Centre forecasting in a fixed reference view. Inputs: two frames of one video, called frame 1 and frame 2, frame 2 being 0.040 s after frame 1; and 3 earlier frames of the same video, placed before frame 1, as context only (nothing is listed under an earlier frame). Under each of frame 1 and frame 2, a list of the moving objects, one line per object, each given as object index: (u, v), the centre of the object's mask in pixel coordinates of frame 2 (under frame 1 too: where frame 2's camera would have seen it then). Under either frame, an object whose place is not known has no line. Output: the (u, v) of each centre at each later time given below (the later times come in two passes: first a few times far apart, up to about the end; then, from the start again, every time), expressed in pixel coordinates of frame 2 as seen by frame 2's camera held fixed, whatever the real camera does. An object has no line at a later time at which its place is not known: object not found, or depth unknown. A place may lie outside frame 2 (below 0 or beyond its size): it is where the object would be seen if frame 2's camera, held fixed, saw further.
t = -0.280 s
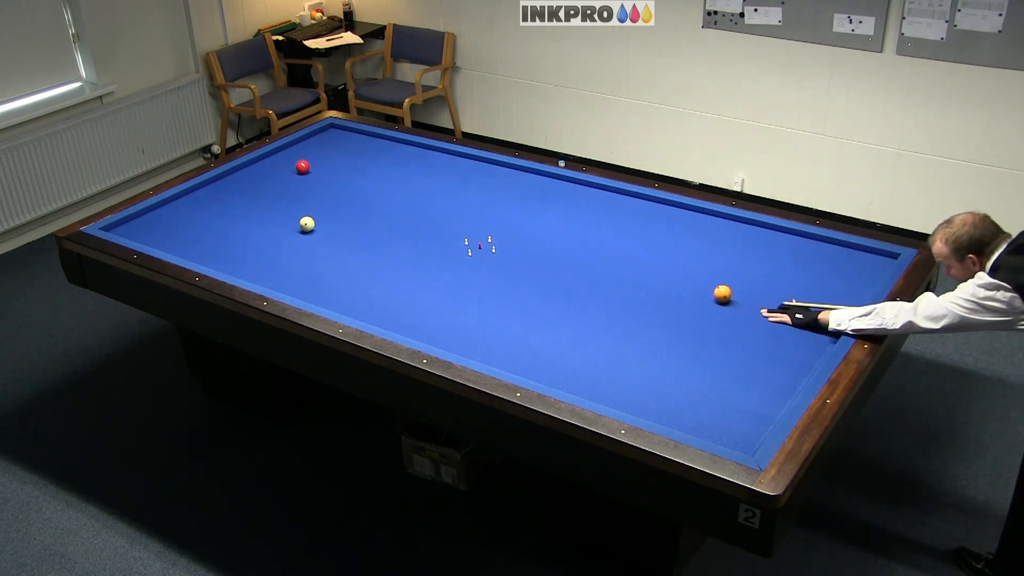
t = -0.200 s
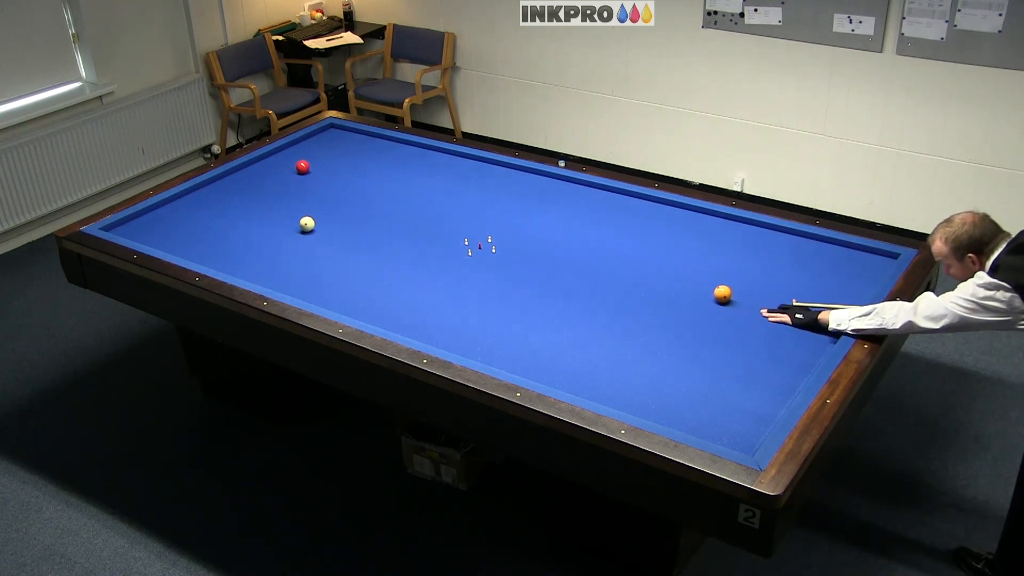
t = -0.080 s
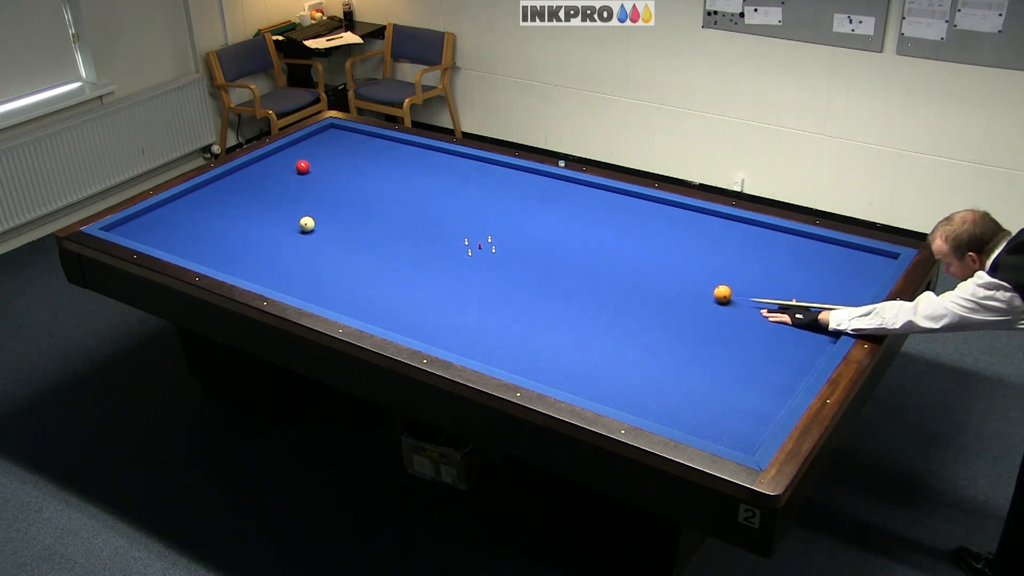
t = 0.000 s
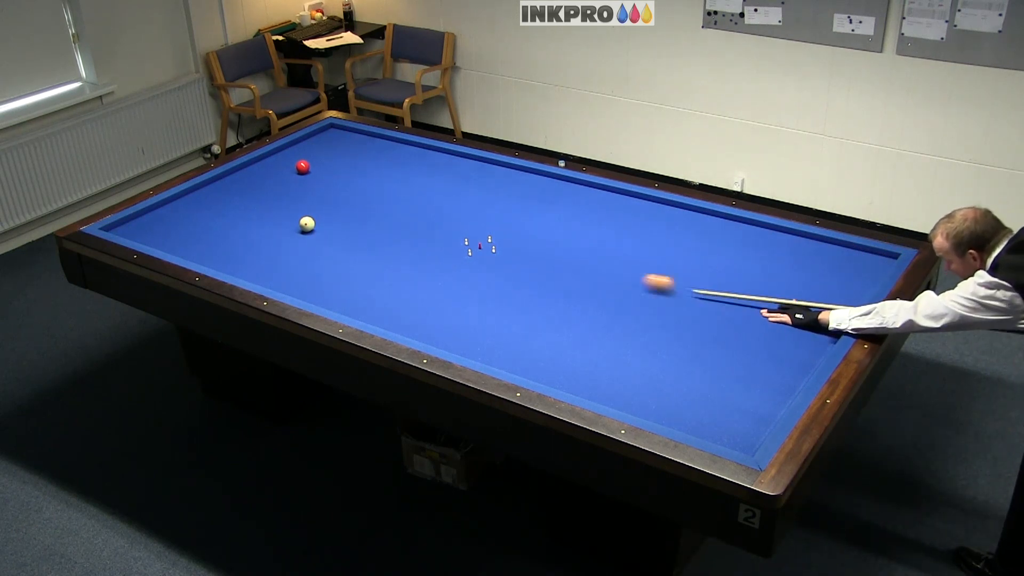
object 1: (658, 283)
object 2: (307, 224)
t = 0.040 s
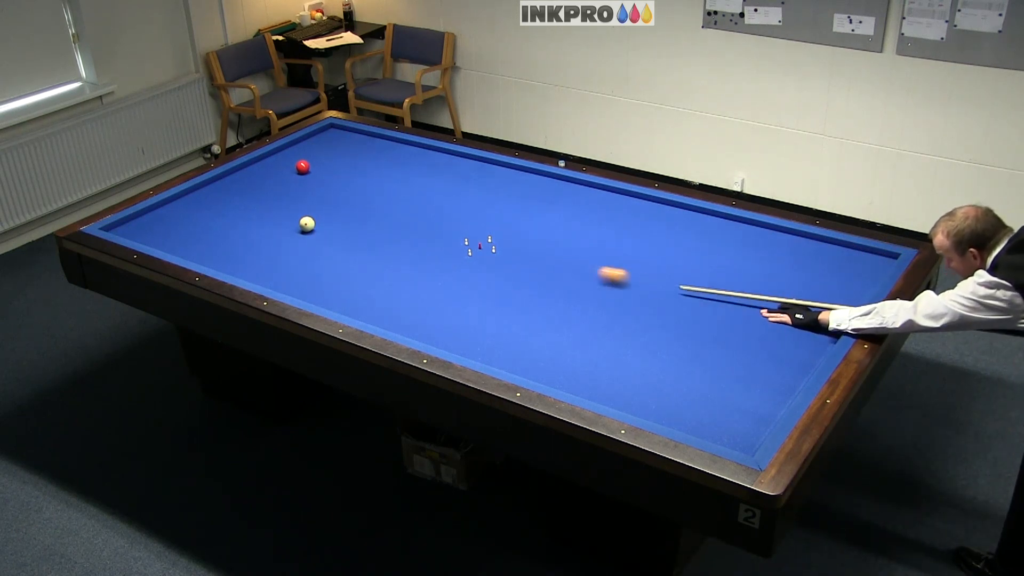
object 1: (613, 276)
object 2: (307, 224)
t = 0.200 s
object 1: (451, 250)
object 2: (306, 224)
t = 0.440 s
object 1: (304, 234)
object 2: (265, 210)
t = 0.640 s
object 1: (277, 245)
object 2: (214, 191)
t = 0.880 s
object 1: (243, 259)
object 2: (290, 210)
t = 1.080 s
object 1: (221, 266)
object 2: (348, 225)
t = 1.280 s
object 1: (235, 261)
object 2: (410, 241)
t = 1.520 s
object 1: (250, 254)
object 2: (491, 262)
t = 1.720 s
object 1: (262, 249)
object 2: (563, 281)
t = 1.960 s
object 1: (275, 243)
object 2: (655, 305)
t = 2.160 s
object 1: (285, 239)
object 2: (738, 326)
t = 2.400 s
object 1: (297, 234)
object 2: (808, 344)
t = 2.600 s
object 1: (307, 230)
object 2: (753, 328)
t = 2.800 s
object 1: (316, 226)
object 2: (709, 314)
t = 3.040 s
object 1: (326, 222)
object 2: (658, 299)
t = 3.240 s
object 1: (333, 218)
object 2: (618, 287)
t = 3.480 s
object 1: (343, 214)
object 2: (573, 274)
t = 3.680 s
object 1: (350, 212)
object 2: (538, 263)
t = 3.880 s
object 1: (357, 209)
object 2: (504, 254)
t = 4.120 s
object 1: (364, 206)
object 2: (466, 242)
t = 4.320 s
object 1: (370, 203)
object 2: (436, 234)
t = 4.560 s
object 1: (377, 201)
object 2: (403, 224)
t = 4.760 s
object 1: (382, 199)
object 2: (376, 216)
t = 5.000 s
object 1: (387, 197)
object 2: (346, 207)
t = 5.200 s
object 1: (392, 195)
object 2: (323, 200)
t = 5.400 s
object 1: (396, 194)
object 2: (300, 193)
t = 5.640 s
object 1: (400, 192)
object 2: (274, 186)
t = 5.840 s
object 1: (403, 191)
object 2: (254, 180)
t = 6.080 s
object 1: (407, 190)
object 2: (231, 173)
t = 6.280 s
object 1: (409, 189)
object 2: (240, 176)
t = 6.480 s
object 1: (412, 188)
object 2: (251, 178)
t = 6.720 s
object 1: (414, 187)
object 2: (264, 182)
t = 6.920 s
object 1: (415, 187)
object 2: (275, 185)
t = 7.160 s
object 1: (417, 187)
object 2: (288, 188)
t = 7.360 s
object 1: (417, 186)
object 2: (298, 191)
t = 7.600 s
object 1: (418, 186)
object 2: (310, 194)
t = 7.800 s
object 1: (418, 186)
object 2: (320, 196)
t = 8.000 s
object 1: (418, 186)
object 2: (330, 199)
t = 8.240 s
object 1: (418, 186)
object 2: (342, 202)
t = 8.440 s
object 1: (418, 186)
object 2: (351, 205)
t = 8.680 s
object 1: (418, 186)
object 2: (361, 208)
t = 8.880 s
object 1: (418, 186)
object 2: (370, 210)
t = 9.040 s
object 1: (418, 186)
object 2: (376, 212)
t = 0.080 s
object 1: (569, 269)
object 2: (307, 224)
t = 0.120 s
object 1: (528, 263)
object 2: (307, 224)
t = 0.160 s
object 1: (489, 256)
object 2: (307, 224)
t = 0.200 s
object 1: (451, 250)
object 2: (306, 224)
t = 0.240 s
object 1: (415, 244)
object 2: (307, 224)
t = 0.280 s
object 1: (381, 239)
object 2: (307, 224)
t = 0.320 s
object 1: (349, 233)
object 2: (306, 224)
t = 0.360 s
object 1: (320, 229)
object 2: (305, 224)
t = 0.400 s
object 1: (310, 231)
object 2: (286, 216)
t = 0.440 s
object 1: (304, 234)
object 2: (265, 210)
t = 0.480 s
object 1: (298, 236)
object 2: (246, 203)
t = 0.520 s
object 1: (293, 238)
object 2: (228, 197)
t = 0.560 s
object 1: (287, 241)
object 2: (211, 191)
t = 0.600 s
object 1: (282, 243)
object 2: (201, 187)
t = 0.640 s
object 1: (277, 245)
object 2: (214, 191)
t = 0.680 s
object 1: (271, 248)
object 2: (227, 194)
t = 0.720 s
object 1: (265, 250)
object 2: (241, 198)
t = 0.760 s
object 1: (260, 252)
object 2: (254, 201)
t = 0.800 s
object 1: (255, 254)
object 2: (266, 204)
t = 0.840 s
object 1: (249, 257)
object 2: (278, 207)
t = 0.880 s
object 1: (243, 259)
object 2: (290, 210)
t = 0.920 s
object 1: (238, 261)
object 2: (301, 213)
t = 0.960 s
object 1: (232, 263)
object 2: (313, 216)
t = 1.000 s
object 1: (227, 265)
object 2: (324, 219)
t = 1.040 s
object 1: (222, 266)
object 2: (336, 222)
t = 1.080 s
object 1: (221, 266)
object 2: (348, 225)
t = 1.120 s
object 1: (224, 265)
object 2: (360, 228)
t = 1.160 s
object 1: (227, 264)
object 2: (372, 231)
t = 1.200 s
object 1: (230, 263)
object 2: (385, 235)
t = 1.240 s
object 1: (233, 262)
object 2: (397, 238)
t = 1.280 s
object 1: (235, 261)
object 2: (410, 241)
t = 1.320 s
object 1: (238, 260)
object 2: (423, 245)
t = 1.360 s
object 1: (240, 259)
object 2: (436, 248)
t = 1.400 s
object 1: (243, 258)
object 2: (450, 251)
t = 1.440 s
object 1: (245, 256)
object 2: (463, 255)
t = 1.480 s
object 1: (247, 256)
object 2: (477, 258)
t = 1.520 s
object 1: (250, 254)
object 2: (491, 262)
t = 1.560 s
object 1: (252, 253)
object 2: (505, 266)
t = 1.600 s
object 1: (255, 252)
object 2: (519, 270)
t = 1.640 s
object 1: (257, 251)
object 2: (533, 273)
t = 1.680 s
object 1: (259, 250)
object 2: (548, 277)
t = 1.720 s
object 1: (262, 249)
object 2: (563, 281)
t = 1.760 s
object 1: (264, 248)
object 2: (578, 285)
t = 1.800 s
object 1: (266, 247)
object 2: (593, 289)
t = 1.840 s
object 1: (268, 246)
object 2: (608, 293)
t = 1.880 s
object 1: (270, 245)
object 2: (624, 296)
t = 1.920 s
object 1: (272, 244)
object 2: (640, 301)
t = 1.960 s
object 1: (275, 243)
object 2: (655, 305)
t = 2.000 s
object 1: (277, 242)
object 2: (672, 309)
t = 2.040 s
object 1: (279, 242)
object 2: (688, 313)
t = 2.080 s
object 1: (281, 241)
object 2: (705, 318)
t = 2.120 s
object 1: (283, 240)
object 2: (721, 322)
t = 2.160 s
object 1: (285, 239)
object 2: (738, 326)
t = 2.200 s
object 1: (287, 238)
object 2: (755, 331)
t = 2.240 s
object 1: (289, 237)
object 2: (773, 335)
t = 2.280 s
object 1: (291, 236)
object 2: (790, 340)
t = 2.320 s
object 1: (293, 235)
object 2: (808, 344)
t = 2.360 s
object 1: (295, 234)
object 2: (821, 347)
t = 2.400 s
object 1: (297, 234)
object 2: (808, 344)
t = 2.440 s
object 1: (299, 233)
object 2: (795, 340)
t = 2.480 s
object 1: (301, 232)
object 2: (783, 336)
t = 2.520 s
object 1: (303, 231)
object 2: (772, 333)
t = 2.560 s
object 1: (305, 230)
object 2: (763, 331)
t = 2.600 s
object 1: (307, 230)
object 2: (753, 328)
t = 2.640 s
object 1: (308, 229)
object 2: (744, 325)
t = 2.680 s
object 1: (310, 228)
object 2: (735, 322)
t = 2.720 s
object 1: (312, 227)
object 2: (726, 320)
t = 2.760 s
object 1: (314, 227)
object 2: (717, 317)
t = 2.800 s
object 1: (316, 226)
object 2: (709, 314)
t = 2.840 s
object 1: (317, 225)
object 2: (700, 312)
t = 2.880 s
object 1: (319, 224)
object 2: (692, 309)
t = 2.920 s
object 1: (321, 223)
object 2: (683, 307)
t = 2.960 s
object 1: (323, 223)
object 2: (674, 304)
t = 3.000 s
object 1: (324, 222)
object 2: (666, 302)
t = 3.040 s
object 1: (326, 222)
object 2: (658, 299)
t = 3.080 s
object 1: (327, 221)
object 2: (650, 297)
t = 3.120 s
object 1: (329, 220)
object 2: (642, 294)
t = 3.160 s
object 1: (330, 219)
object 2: (634, 292)
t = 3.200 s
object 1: (332, 219)
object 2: (626, 290)
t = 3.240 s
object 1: (333, 218)
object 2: (618, 287)
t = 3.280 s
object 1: (335, 218)
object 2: (610, 285)
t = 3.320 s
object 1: (337, 217)
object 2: (603, 283)
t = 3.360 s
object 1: (338, 216)
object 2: (595, 280)
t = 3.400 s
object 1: (340, 216)
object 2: (588, 278)
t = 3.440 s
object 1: (341, 215)
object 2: (581, 276)
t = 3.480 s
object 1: (343, 214)
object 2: (573, 274)
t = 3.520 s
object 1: (344, 214)
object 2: (566, 272)
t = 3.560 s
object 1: (346, 213)
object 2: (559, 270)
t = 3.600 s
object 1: (347, 213)
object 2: (552, 268)
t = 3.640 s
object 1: (348, 212)
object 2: (545, 265)
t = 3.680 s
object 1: (350, 212)
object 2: (538, 263)
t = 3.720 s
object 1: (351, 211)
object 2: (531, 261)
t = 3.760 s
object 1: (352, 211)
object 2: (524, 259)
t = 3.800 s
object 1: (354, 210)
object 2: (518, 257)
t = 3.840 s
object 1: (355, 209)
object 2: (511, 255)
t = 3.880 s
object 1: (357, 209)
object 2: (504, 254)
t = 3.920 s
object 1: (358, 208)
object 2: (498, 252)
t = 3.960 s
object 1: (359, 208)
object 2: (491, 249)
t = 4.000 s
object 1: (360, 207)
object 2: (485, 248)
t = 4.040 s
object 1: (362, 207)
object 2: (479, 246)
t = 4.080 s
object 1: (363, 206)
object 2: (473, 243)
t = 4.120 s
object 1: (364, 206)
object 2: (466, 242)
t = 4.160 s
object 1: (365, 205)
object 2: (460, 240)
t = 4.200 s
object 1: (367, 205)
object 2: (455, 239)
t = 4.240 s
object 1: (368, 204)
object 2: (448, 237)
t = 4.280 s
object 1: (369, 204)
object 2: (442, 235)
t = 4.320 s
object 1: (370, 203)
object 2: (436, 234)
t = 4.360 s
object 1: (371, 203)
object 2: (431, 232)
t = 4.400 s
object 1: (372, 203)
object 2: (425, 230)
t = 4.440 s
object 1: (373, 202)
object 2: (419, 228)
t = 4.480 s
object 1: (375, 202)
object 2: (414, 227)
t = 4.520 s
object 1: (376, 201)
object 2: (408, 225)
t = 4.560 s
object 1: (377, 201)
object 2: (403, 224)
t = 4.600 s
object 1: (378, 200)
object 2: (397, 222)
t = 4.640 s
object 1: (379, 200)
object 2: (392, 221)
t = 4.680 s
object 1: (380, 199)
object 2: (387, 219)
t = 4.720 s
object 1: (381, 199)
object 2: (382, 217)
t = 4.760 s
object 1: (382, 199)
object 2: (376, 216)
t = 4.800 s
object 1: (383, 199)
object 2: (371, 214)
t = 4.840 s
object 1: (384, 198)
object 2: (366, 213)
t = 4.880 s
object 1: (385, 198)
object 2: (361, 211)
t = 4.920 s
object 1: (386, 198)
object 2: (356, 210)
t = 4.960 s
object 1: (386, 197)
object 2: (351, 208)
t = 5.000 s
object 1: (387, 197)
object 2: (346, 207)
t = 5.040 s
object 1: (388, 196)
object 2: (341, 206)
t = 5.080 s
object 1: (389, 196)
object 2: (337, 204)
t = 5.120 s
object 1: (390, 196)
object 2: (332, 203)
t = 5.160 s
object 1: (391, 196)
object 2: (327, 201)
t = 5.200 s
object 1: (392, 195)
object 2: (323, 200)
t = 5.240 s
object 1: (393, 195)
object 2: (318, 199)
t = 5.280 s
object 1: (393, 195)
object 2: (314, 197)
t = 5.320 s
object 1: (394, 194)
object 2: (309, 196)
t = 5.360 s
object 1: (395, 194)
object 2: (304, 195)
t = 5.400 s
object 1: (396, 194)
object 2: (300, 193)
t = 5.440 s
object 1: (397, 193)
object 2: (296, 192)
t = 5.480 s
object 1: (397, 193)
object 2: (291, 191)
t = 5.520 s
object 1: (398, 193)
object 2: (287, 190)
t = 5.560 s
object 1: (399, 193)
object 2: (283, 188)
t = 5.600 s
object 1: (400, 193)
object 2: (279, 187)
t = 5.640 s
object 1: (400, 192)
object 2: (274, 186)
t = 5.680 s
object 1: (401, 192)
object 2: (270, 185)
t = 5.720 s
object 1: (401, 192)
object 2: (266, 184)
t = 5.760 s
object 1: (402, 191)
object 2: (262, 182)
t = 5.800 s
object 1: (403, 191)
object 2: (258, 181)
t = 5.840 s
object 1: (403, 191)
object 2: (254, 180)
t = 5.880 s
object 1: (404, 191)
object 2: (250, 179)
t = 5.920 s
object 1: (405, 191)
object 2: (246, 178)
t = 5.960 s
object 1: (405, 190)
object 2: (242, 177)
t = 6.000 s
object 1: (406, 190)
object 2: (238, 175)
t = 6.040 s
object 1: (406, 190)
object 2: (235, 174)
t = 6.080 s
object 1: (407, 190)
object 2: (231, 173)
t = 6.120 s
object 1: (407, 190)
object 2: (230, 173)
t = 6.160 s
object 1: (408, 189)
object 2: (233, 174)
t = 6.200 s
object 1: (408, 189)
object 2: (236, 174)
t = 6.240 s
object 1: (409, 189)
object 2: (238, 175)
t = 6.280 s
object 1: (409, 189)
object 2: (240, 176)
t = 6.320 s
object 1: (410, 189)
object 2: (243, 176)
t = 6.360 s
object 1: (410, 189)
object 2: (245, 177)
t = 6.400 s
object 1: (411, 188)
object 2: (247, 177)
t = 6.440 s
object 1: (411, 188)
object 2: (249, 178)
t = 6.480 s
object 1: (412, 188)
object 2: (251, 178)
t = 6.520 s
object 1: (412, 188)
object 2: (254, 179)
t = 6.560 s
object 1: (413, 188)
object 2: (256, 179)
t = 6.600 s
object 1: (413, 188)
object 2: (258, 180)
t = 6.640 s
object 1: (413, 188)
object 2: (260, 180)
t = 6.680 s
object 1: (414, 188)
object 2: (262, 181)
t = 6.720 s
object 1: (414, 187)
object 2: (264, 182)
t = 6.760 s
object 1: (414, 187)
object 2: (267, 182)
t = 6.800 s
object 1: (415, 187)
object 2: (269, 183)
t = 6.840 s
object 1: (415, 187)
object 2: (271, 183)
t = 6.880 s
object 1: (415, 187)
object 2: (273, 184)
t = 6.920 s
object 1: (415, 187)
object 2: (275, 185)
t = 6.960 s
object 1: (416, 187)
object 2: (277, 185)
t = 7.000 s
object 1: (416, 187)
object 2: (280, 186)
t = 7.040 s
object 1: (416, 187)
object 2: (281, 186)
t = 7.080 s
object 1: (416, 187)
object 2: (284, 187)
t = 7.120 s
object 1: (416, 187)
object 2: (286, 187)
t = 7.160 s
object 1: (417, 187)
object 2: (288, 188)
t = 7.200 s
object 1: (417, 186)
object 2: (290, 188)
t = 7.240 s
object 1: (417, 186)
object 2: (292, 189)
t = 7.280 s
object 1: (417, 186)
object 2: (294, 189)
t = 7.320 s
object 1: (417, 186)
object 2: (296, 190)
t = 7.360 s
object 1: (417, 186)
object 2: (298, 191)
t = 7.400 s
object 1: (418, 186)
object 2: (300, 191)
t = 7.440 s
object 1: (418, 186)
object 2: (302, 192)
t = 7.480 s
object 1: (418, 186)
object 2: (305, 192)
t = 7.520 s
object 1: (418, 186)
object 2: (306, 193)
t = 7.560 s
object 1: (418, 186)
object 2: (308, 193)
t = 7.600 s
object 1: (418, 186)
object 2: (310, 194)
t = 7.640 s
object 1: (418, 186)
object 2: (312, 194)
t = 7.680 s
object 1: (418, 186)
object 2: (314, 195)
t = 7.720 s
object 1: (418, 186)
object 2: (317, 195)
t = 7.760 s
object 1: (418, 186)
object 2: (319, 196)
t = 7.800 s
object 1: (418, 186)
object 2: (320, 196)
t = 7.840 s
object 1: (418, 186)
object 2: (322, 197)
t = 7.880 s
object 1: (418, 186)
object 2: (324, 197)
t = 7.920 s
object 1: (418, 186)
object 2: (326, 198)
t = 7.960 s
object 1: (418, 186)
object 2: (328, 198)
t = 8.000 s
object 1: (418, 186)
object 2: (330, 199)
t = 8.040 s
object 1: (418, 186)
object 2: (332, 199)
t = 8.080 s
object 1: (418, 186)
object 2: (334, 200)
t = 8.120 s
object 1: (418, 186)
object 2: (336, 200)
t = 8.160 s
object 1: (418, 186)
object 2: (338, 201)
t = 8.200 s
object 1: (418, 186)
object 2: (340, 201)
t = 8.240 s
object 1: (418, 186)
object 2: (342, 202)
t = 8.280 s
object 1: (418, 186)
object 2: (343, 202)
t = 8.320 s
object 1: (418, 186)
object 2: (345, 203)
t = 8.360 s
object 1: (418, 186)
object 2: (347, 204)
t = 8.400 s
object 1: (418, 186)
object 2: (349, 204)
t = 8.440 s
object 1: (418, 186)
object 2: (351, 205)
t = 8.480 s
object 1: (418, 186)
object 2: (352, 205)
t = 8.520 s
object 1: (418, 186)
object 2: (354, 206)
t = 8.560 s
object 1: (418, 186)
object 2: (356, 206)
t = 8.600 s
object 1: (418, 186)
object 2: (358, 207)
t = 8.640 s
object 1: (418, 186)
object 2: (359, 207)
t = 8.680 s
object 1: (418, 186)
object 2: (361, 208)
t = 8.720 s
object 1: (418, 186)
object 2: (363, 208)
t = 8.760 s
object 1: (418, 186)
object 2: (365, 209)
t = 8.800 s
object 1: (418, 186)
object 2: (366, 209)
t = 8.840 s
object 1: (418, 186)
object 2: (368, 210)
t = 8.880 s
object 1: (418, 186)
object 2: (370, 210)
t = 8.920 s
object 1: (418, 186)
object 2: (372, 211)
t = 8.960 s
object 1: (418, 186)
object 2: (373, 211)
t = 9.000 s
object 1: (418, 186)
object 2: (375, 212)
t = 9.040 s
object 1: (418, 186)
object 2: (376, 212)
